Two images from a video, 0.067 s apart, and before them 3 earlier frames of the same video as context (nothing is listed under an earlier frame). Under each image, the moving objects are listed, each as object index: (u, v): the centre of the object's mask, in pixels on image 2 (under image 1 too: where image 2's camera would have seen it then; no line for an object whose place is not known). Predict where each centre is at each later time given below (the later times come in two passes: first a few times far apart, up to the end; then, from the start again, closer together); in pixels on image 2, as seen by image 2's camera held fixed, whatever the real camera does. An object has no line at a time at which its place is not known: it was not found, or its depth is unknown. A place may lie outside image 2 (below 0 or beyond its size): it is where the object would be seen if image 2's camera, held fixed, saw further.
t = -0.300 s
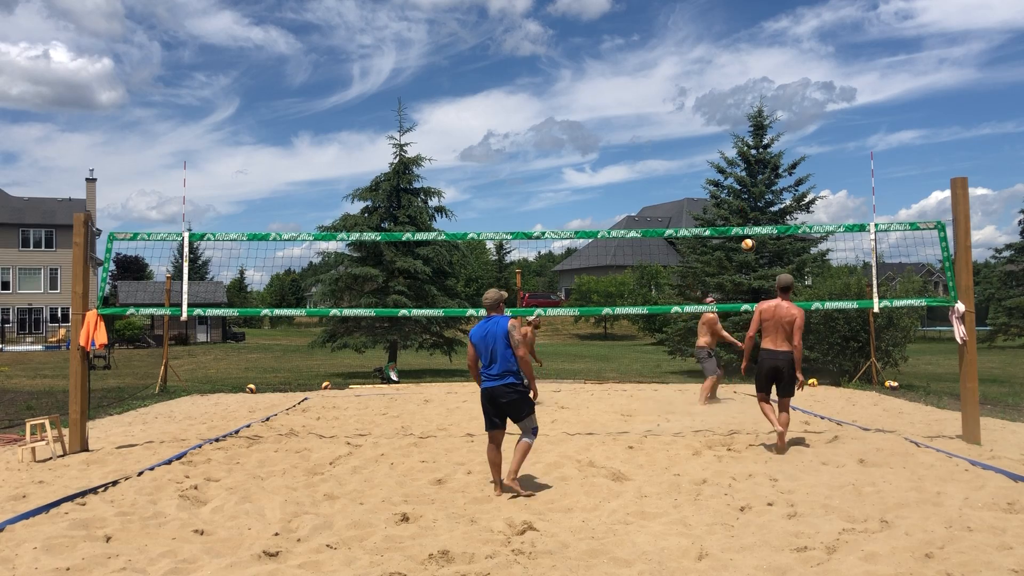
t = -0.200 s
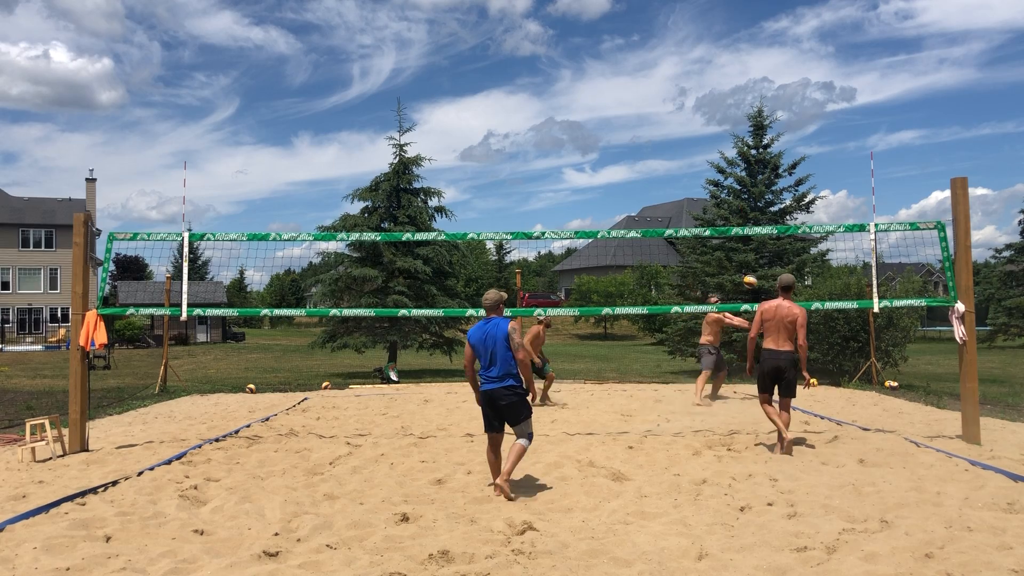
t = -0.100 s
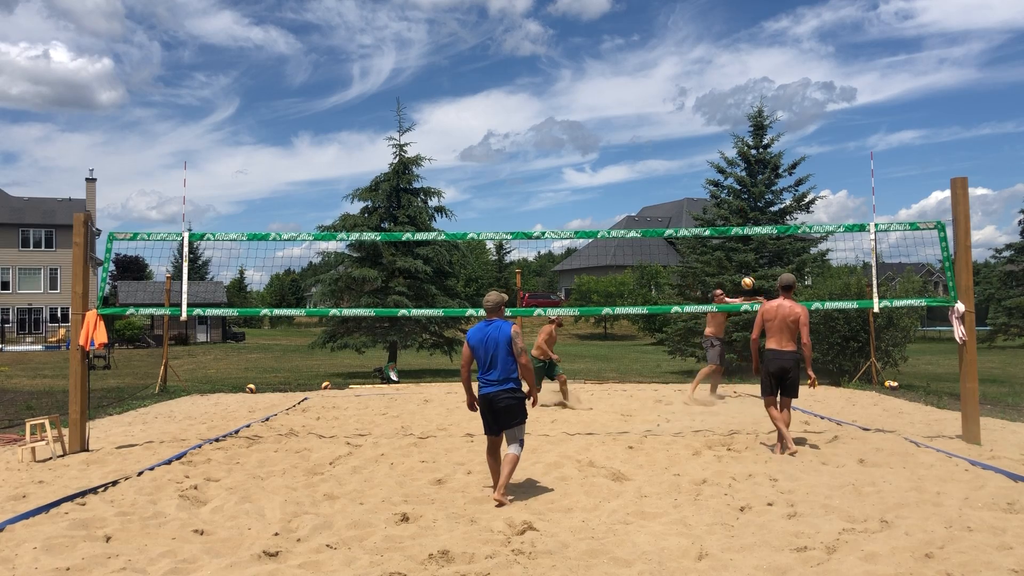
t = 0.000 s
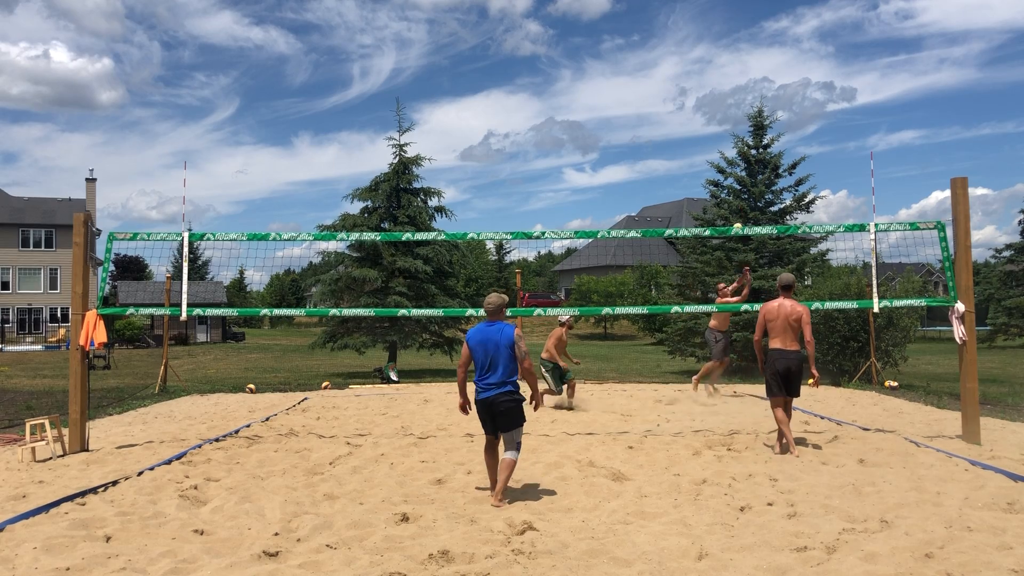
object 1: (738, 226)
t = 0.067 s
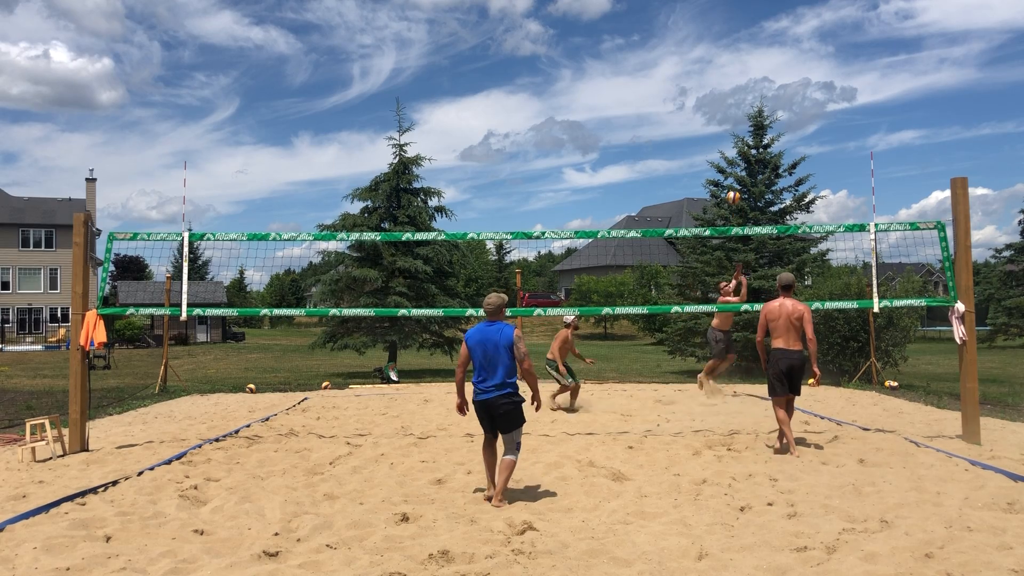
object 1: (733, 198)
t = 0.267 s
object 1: (719, 119)
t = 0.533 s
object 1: (708, 53)
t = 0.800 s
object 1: (701, 30)
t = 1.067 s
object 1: (698, 47)
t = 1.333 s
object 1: (700, 107)
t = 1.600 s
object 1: (708, 208)
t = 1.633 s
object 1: (710, 223)
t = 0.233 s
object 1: (722, 130)
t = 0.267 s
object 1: (719, 119)
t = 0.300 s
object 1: (718, 108)
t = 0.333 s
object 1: (716, 98)
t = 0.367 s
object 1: (715, 89)
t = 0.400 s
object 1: (713, 80)
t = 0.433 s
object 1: (712, 73)
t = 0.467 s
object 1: (710, 65)
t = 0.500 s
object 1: (709, 59)
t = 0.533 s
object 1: (708, 53)
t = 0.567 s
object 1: (707, 48)
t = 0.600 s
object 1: (706, 44)
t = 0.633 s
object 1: (705, 40)
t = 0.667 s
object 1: (704, 37)
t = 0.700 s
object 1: (703, 34)
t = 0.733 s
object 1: (703, 32)
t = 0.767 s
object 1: (702, 31)
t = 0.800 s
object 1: (701, 30)
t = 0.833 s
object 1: (701, 30)
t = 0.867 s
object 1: (700, 30)
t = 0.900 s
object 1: (699, 32)
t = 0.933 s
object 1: (699, 33)
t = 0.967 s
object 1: (699, 36)
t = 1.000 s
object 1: (698, 39)
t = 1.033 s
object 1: (698, 43)
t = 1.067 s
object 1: (698, 47)
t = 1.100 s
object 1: (698, 53)
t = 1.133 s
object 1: (698, 58)
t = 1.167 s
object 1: (698, 65)
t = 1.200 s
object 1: (699, 72)
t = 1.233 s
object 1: (699, 80)
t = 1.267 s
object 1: (699, 88)
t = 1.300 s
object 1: (700, 97)
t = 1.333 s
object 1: (700, 107)
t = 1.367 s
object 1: (701, 118)
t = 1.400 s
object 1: (702, 129)
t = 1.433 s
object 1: (703, 140)
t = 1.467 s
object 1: (703, 153)
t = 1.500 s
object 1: (705, 166)
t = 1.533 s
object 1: (706, 179)
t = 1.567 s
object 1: (707, 194)
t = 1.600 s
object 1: (708, 208)
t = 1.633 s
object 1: (710, 223)
